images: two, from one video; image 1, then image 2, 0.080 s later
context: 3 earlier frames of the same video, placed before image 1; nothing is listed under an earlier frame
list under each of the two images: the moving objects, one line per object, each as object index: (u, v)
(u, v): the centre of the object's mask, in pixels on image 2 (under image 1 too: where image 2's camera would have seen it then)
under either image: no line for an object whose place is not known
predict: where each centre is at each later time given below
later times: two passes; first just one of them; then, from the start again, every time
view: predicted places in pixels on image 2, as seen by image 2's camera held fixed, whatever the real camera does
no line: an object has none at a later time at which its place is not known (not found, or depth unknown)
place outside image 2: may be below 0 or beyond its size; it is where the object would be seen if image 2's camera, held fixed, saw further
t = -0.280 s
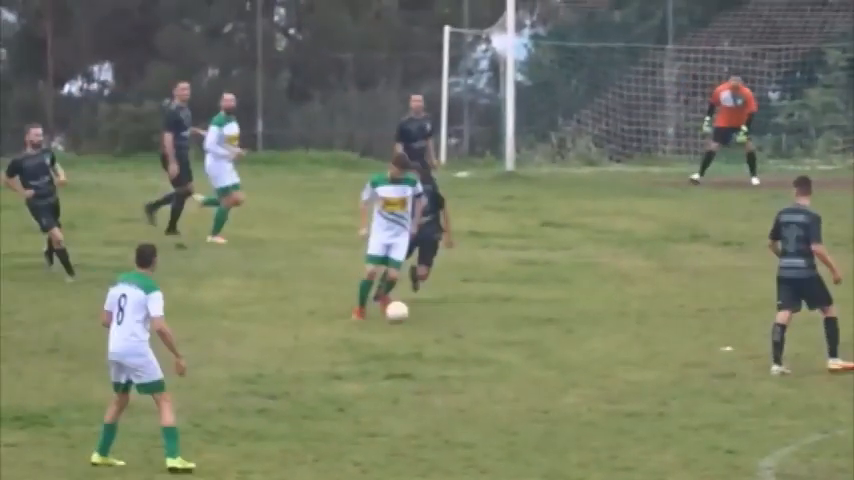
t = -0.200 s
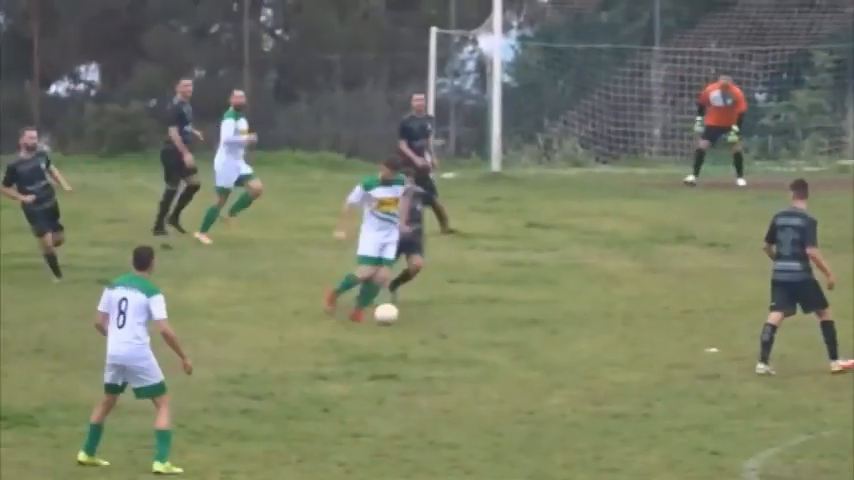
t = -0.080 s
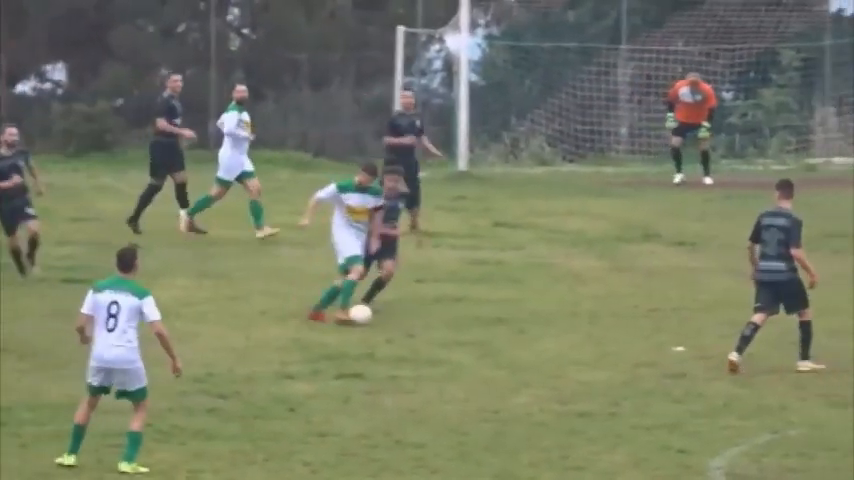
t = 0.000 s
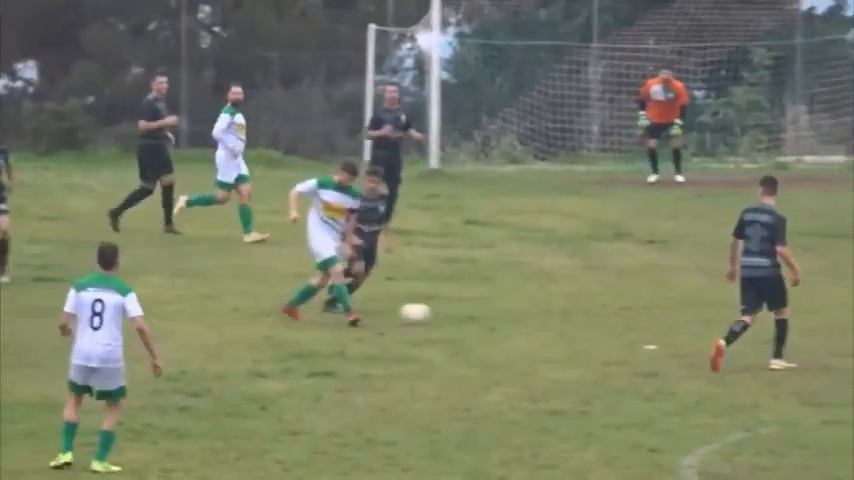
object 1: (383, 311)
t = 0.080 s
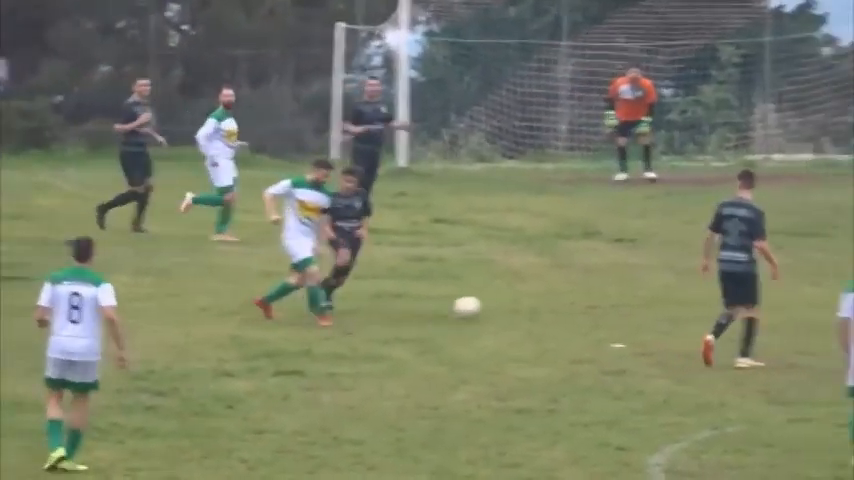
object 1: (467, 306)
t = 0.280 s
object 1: (674, 313)
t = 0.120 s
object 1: (510, 305)
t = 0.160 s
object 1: (551, 305)
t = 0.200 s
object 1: (593, 307)
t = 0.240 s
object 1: (635, 312)
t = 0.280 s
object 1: (674, 313)
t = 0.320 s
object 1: (706, 302)
